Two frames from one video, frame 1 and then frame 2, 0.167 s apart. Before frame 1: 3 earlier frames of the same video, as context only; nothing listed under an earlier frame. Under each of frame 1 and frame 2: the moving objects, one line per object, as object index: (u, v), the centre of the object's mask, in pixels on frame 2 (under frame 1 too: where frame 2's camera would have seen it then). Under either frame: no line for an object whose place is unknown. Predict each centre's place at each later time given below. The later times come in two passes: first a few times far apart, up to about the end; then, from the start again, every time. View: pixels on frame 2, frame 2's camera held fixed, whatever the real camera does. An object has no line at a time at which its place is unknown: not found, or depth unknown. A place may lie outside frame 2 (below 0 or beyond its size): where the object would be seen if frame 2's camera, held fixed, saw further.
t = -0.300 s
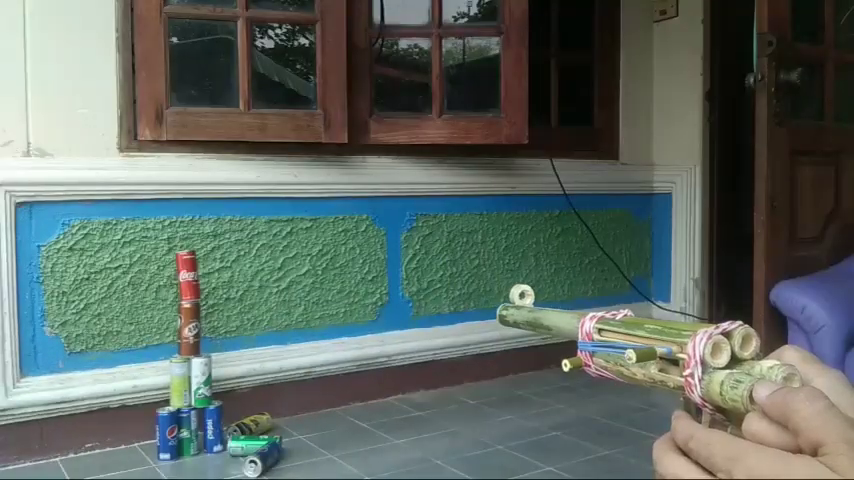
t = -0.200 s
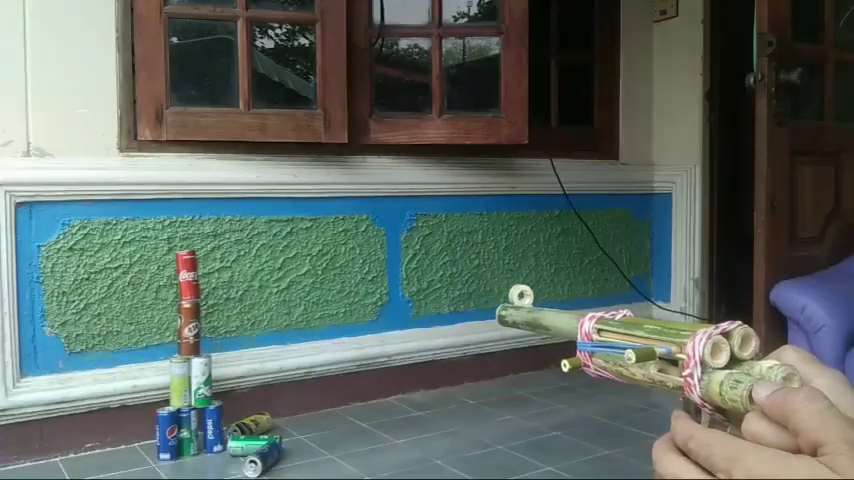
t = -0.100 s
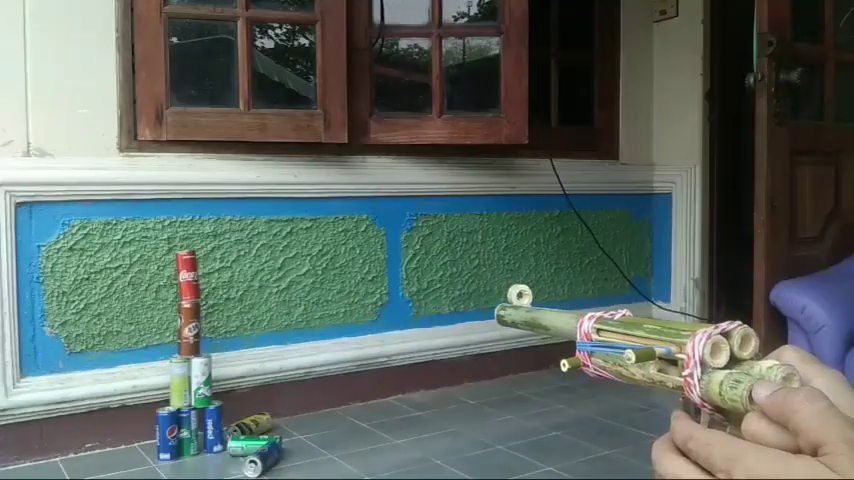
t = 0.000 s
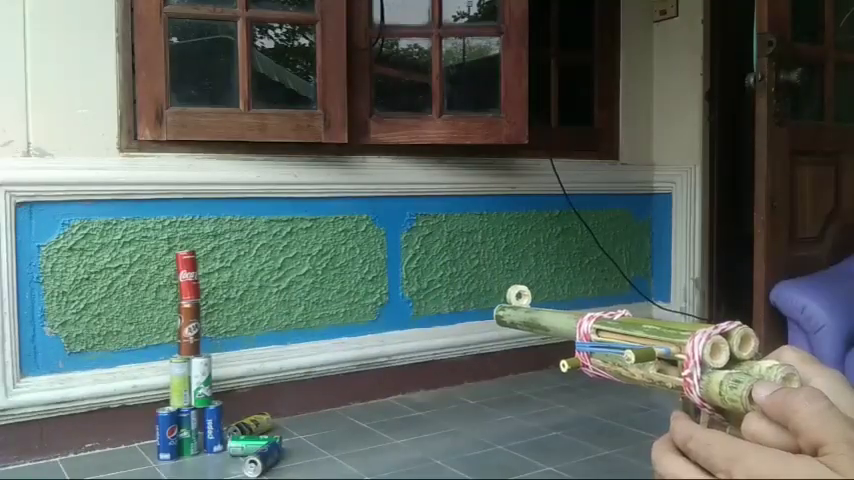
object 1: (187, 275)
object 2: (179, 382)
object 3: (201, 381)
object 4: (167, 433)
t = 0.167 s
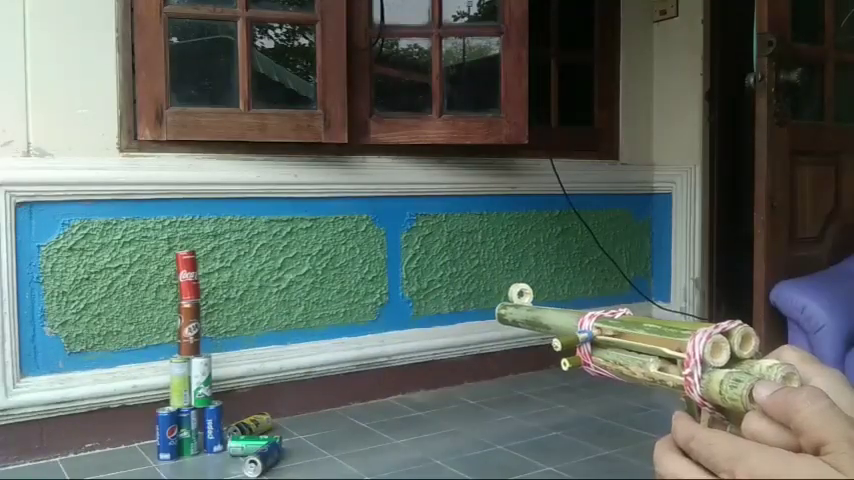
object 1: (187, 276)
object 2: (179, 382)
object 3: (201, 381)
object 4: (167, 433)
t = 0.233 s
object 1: (187, 276)
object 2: (179, 382)
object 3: (201, 381)
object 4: (167, 433)
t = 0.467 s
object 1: (185, 289)
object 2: (182, 381)
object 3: (203, 380)
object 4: (166, 433)
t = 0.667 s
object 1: (174, 345)
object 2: (189, 383)
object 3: (216, 380)
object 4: (166, 433)
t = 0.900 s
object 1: (131, 417)
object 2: (211, 427)
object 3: (263, 421)
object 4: (157, 439)
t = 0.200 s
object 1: (187, 275)
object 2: (179, 382)
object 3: (201, 381)
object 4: (167, 433)
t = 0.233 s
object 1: (187, 276)
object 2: (179, 382)
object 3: (201, 381)
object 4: (167, 433)
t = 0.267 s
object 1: (187, 275)
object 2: (179, 382)
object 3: (201, 381)
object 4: (167, 433)
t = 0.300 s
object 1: (187, 274)
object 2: (180, 381)
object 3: (201, 380)
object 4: (167, 433)
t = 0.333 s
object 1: (187, 273)
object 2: (180, 381)
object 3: (201, 380)
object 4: (167, 433)
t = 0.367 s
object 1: (187, 273)
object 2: (180, 381)
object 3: (201, 380)
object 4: (167, 433)
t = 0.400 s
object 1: (186, 275)
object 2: (181, 381)
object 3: (202, 380)
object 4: (167, 433)
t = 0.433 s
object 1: (186, 280)
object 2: (181, 381)
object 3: (202, 380)
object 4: (167, 433)
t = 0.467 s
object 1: (185, 289)
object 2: (182, 381)
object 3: (203, 380)
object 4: (166, 433)
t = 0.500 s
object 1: (185, 299)
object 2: (183, 381)
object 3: (205, 379)
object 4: (166, 433)
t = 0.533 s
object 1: (186, 308)
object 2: (184, 380)
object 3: (206, 379)
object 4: (167, 433)
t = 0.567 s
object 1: (186, 321)
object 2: (185, 380)
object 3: (208, 379)
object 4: (167, 433)
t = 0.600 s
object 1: (184, 330)
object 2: (187, 381)
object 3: (210, 379)
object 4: (166, 433)
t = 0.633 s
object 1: (179, 336)
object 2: (188, 382)
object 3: (212, 379)
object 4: (166, 433)
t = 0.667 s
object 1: (174, 345)
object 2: (189, 383)
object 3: (216, 380)
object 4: (166, 433)
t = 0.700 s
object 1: (171, 361)
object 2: (192, 384)
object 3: (223, 381)
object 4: (164, 433)
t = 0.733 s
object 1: (168, 379)
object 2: (193, 387)
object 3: (230, 384)
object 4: (164, 433)
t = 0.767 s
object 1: (168, 393)
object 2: (196, 390)
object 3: (237, 388)
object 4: (164, 434)
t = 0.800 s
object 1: (142, 428)
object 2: (199, 396)
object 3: (246, 396)
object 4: (163, 434)
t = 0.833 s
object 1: (136, 440)
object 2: (202, 403)
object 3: (250, 408)
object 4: (161, 434)
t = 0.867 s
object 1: (129, 429)
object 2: (207, 413)
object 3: (256, 422)
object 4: (160, 437)
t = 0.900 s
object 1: (131, 417)
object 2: (211, 427)
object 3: (263, 421)
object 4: (157, 439)
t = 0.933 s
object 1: (130, 413)
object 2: (213, 447)
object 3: (270, 420)
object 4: (153, 443)
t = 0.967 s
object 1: (130, 414)
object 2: (219, 467)
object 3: (280, 422)
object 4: (150, 450)
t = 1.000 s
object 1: (131, 418)
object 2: (215, 456)
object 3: (286, 426)
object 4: (149, 461)
